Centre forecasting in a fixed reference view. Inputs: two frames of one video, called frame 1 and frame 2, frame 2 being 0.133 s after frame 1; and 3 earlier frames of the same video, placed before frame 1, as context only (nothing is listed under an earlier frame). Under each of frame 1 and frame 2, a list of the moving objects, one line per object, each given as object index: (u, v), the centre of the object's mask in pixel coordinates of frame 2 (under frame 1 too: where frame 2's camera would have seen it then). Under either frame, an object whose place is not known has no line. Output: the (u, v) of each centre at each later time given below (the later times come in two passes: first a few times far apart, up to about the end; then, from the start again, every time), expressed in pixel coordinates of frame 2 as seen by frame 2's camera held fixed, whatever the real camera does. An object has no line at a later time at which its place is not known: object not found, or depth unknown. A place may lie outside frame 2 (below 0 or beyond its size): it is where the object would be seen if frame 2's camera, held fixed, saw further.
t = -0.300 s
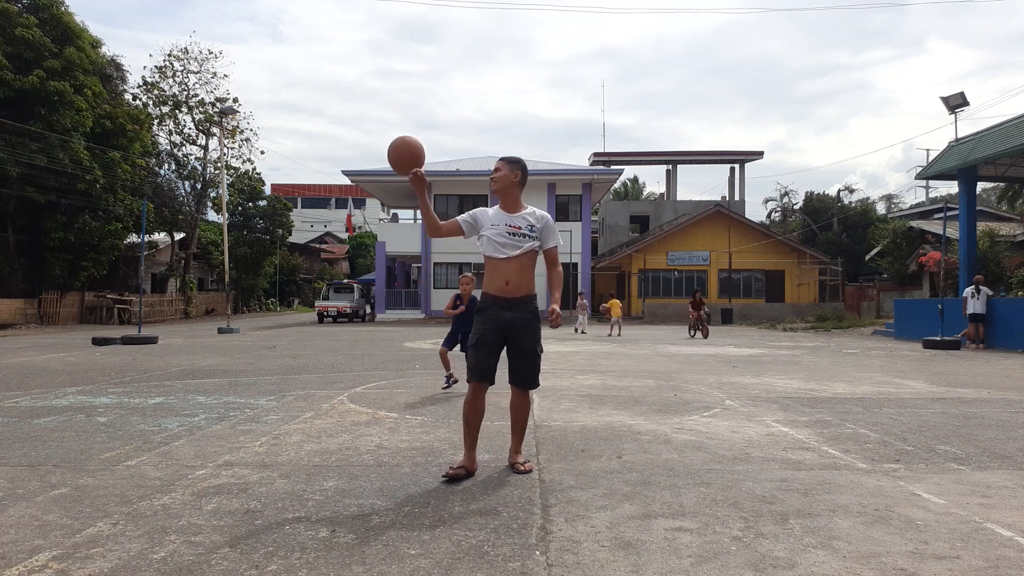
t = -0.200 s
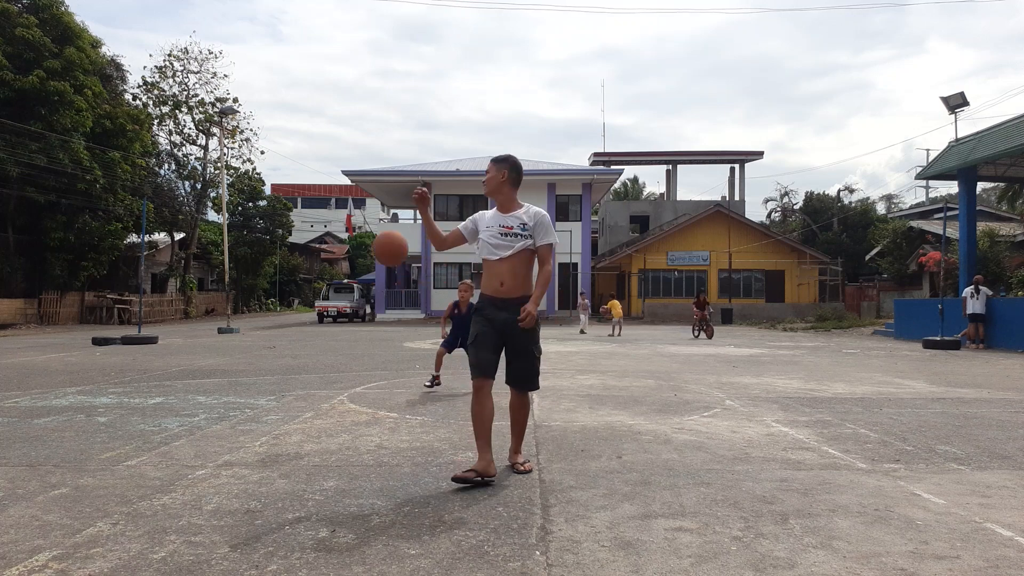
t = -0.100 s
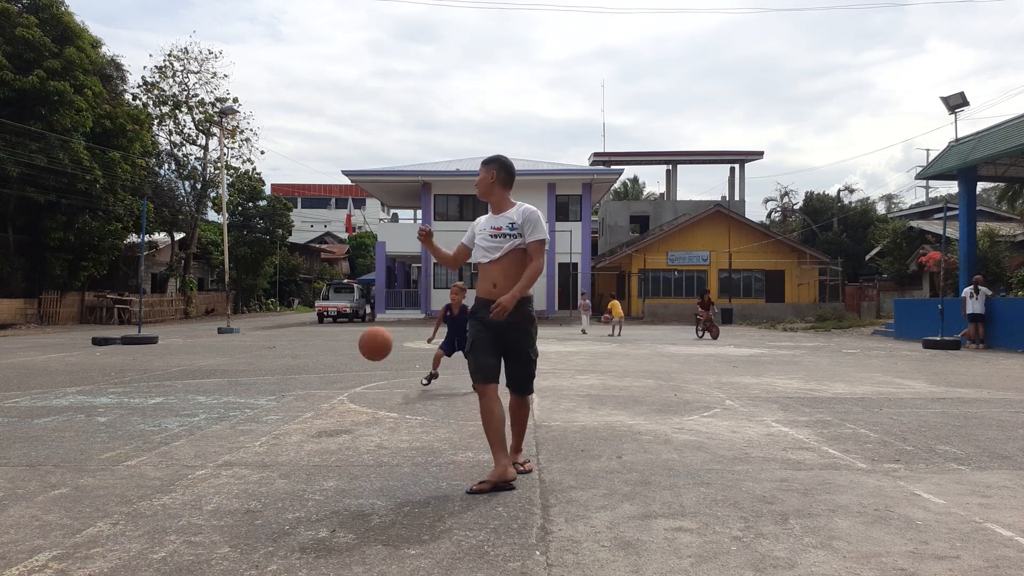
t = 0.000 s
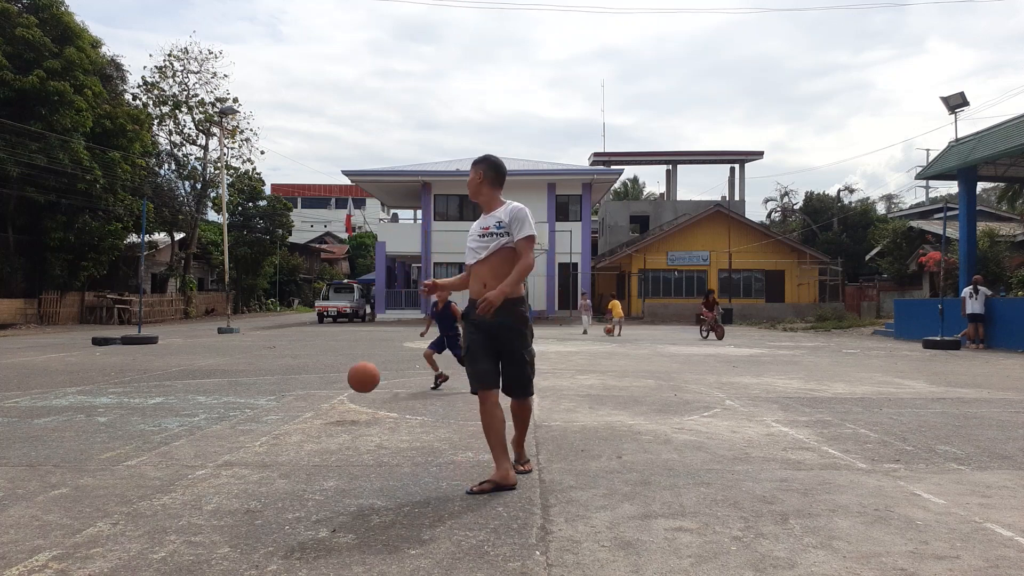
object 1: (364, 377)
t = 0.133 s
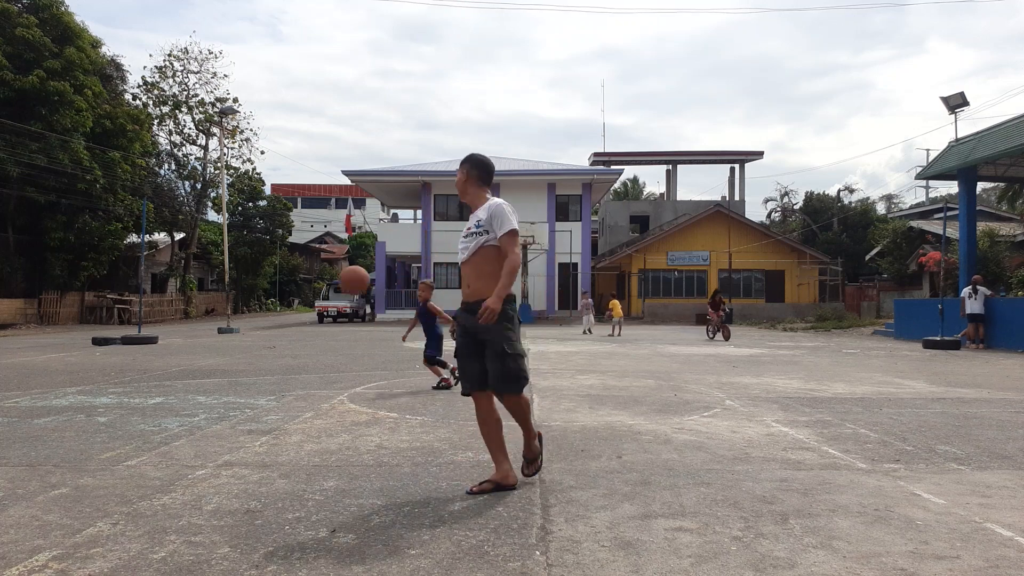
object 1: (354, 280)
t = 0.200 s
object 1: (349, 243)
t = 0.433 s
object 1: (334, 160)
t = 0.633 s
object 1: (322, 142)
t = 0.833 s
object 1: (312, 166)
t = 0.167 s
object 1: (352, 261)
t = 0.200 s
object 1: (349, 243)
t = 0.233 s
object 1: (346, 227)
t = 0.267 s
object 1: (345, 212)
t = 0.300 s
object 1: (342, 199)
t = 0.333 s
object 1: (340, 187)
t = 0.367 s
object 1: (338, 176)
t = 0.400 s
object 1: (336, 168)
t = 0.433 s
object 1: (334, 160)
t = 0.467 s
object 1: (332, 154)
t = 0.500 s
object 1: (330, 149)
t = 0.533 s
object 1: (328, 145)
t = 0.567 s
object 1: (326, 143)
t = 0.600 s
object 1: (324, 142)
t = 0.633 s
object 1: (322, 142)
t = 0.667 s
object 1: (320, 143)
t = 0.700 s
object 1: (319, 146)
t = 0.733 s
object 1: (317, 149)
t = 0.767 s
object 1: (315, 154)
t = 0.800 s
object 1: (314, 159)
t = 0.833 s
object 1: (312, 166)
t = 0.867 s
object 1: (310, 173)
